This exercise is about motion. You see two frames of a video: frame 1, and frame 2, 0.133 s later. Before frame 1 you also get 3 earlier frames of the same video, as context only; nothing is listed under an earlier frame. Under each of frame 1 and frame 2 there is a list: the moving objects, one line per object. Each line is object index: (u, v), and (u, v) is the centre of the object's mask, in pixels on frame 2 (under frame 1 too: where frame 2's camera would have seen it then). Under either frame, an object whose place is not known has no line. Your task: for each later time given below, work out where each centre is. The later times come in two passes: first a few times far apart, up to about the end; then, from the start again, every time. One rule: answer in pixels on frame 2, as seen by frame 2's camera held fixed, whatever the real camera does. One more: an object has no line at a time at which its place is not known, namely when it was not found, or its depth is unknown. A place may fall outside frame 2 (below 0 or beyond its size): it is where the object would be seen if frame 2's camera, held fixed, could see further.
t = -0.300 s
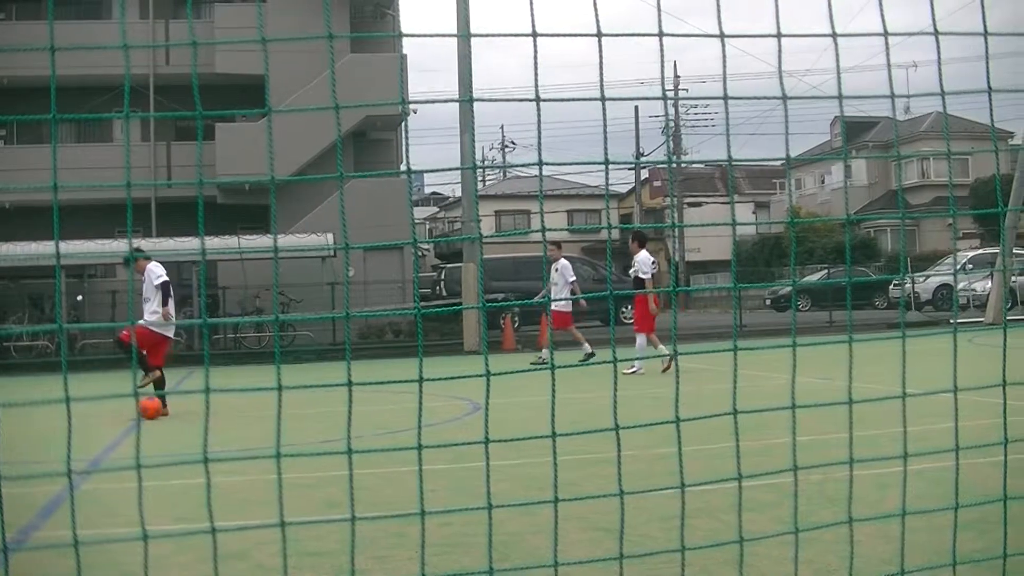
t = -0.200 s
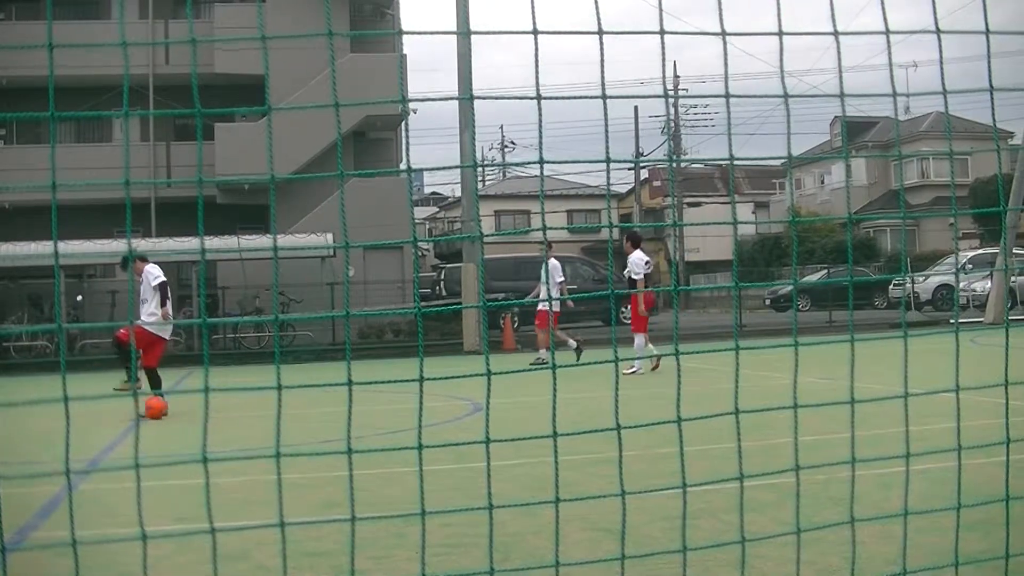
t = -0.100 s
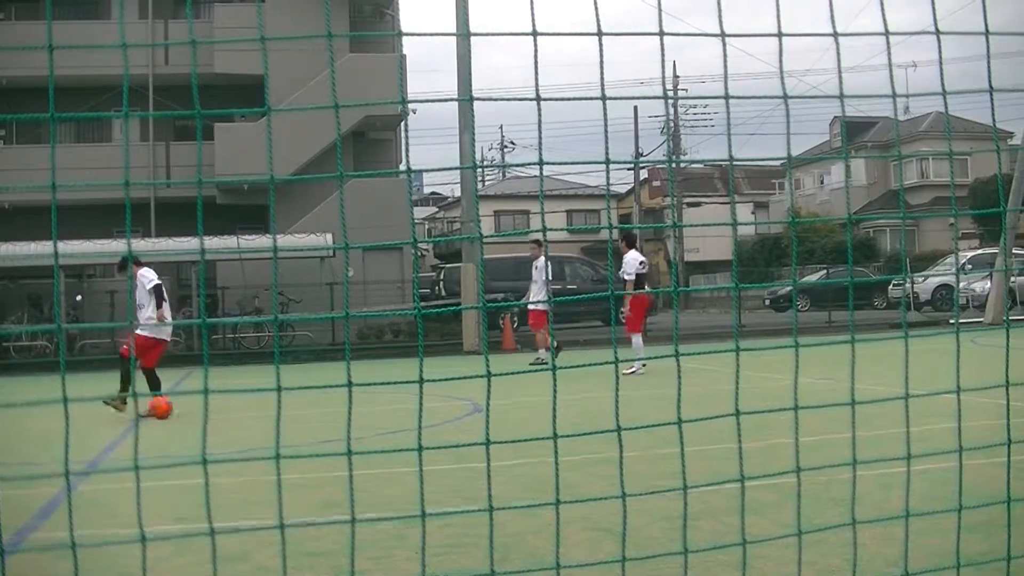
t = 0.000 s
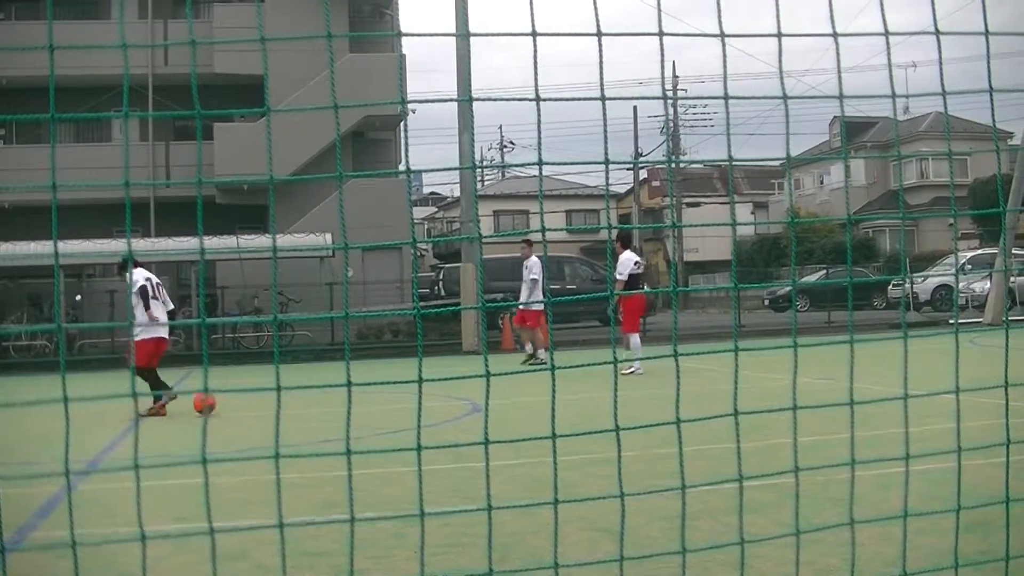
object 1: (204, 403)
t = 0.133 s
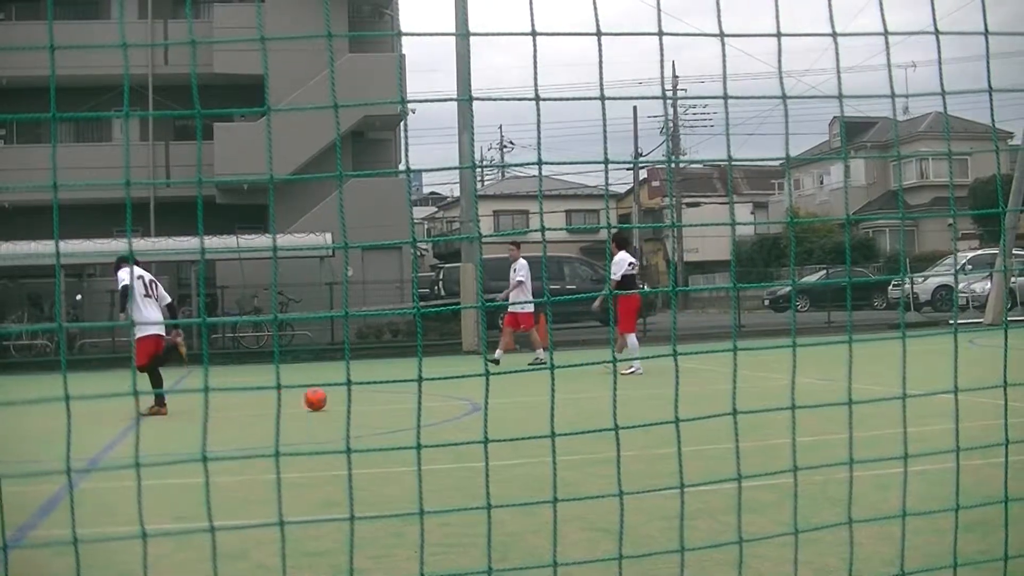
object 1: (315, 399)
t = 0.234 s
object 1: (391, 396)
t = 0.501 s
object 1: (556, 388)
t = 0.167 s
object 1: (340, 398)
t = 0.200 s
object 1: (367, 397)
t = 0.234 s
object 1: (391, 396)
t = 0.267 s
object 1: (413, 395)
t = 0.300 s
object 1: (436, 395)
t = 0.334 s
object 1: (458, 393)
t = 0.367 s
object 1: (477, 391)
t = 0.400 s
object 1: (499, 391)
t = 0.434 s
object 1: (519, 390)
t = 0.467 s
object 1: (537, 389)
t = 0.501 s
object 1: (556, 388)
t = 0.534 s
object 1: (573, 387)
